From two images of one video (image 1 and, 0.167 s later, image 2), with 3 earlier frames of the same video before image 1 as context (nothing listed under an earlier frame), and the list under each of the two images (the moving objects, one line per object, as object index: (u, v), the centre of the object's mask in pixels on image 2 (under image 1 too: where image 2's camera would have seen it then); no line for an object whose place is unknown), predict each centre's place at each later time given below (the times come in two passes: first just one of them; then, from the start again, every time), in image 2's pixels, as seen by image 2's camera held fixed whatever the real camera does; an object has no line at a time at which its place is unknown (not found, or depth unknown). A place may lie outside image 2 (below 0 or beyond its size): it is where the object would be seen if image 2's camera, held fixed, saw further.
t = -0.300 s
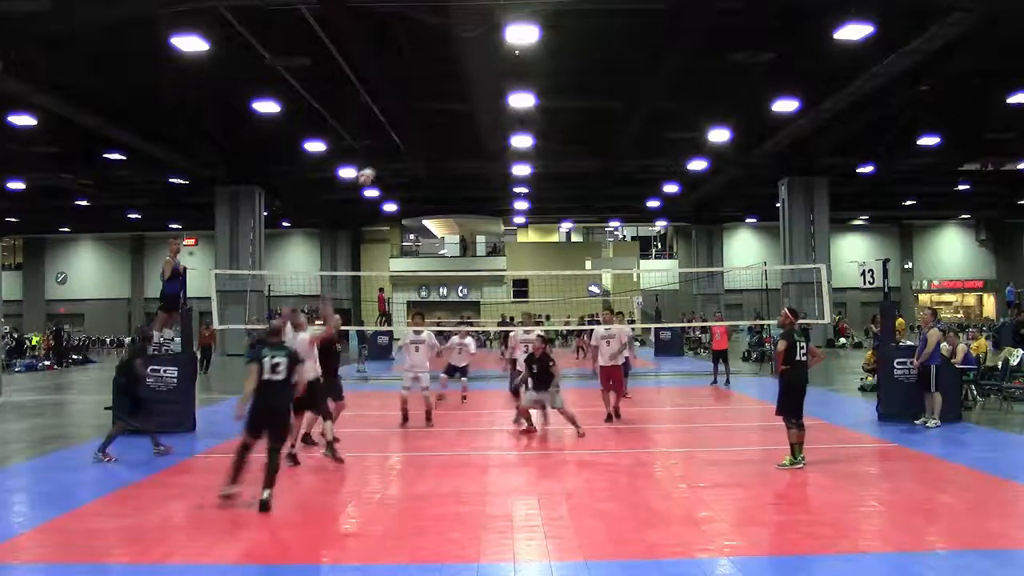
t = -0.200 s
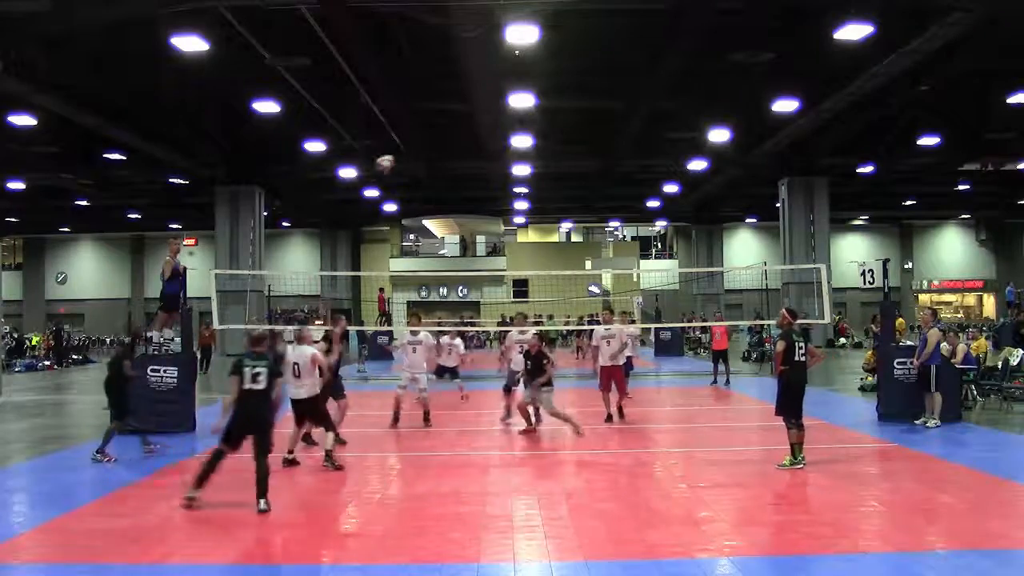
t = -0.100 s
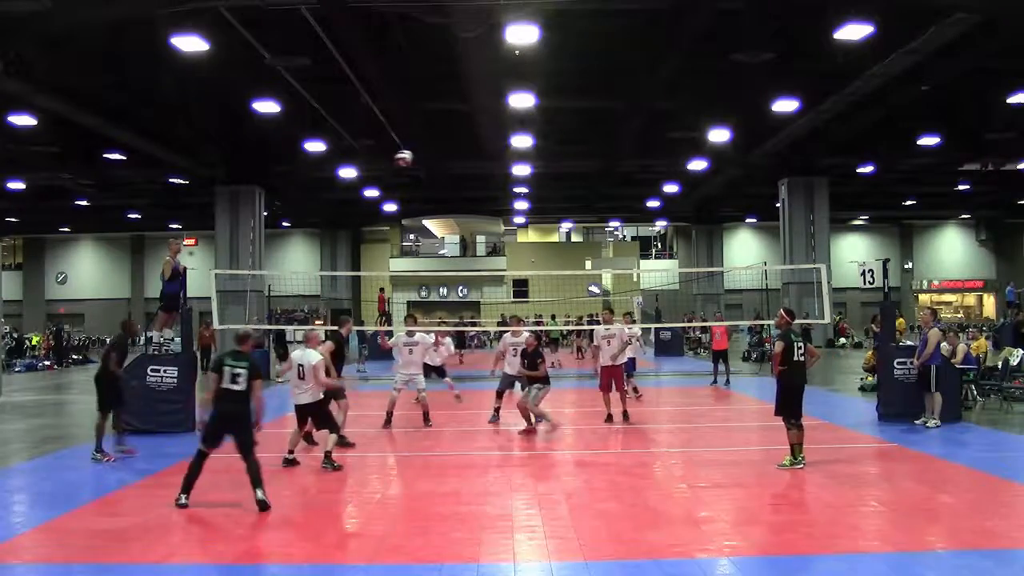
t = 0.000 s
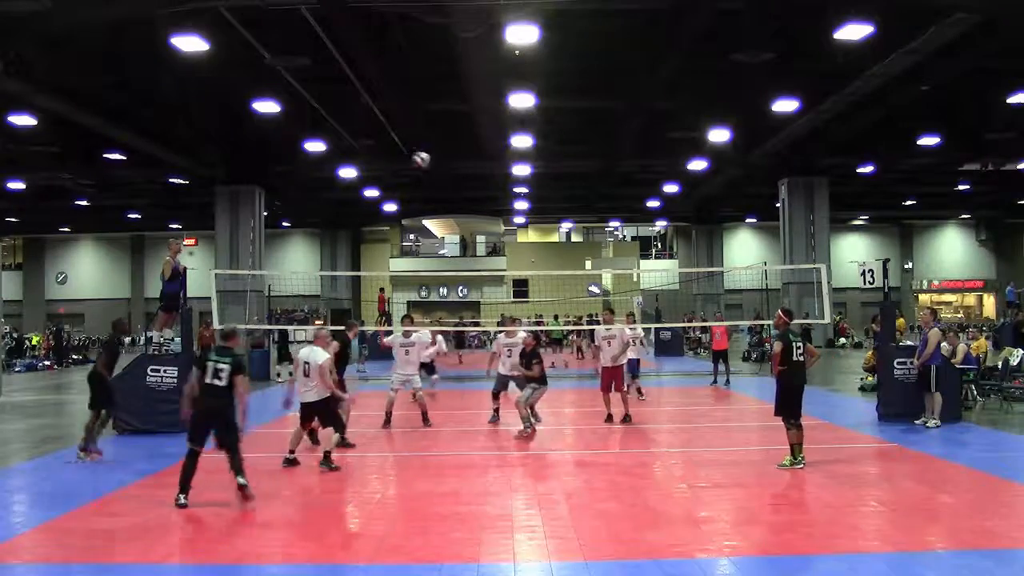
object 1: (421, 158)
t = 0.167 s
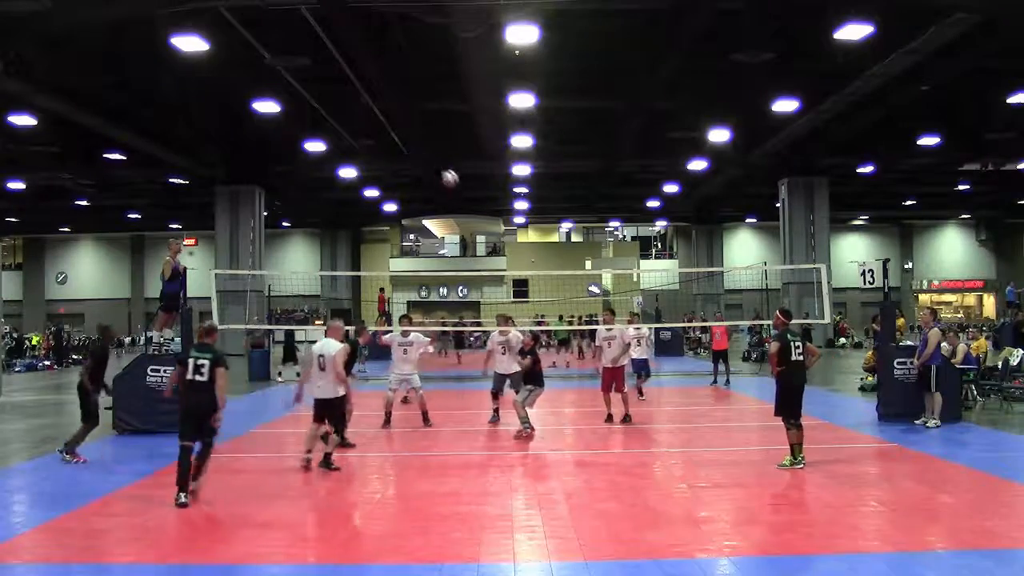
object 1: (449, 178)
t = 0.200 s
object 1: (455, 184)
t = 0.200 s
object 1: (455, 184)
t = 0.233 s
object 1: (460, 190)
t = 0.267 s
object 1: (466, 198)
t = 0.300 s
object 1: (471, 205)
